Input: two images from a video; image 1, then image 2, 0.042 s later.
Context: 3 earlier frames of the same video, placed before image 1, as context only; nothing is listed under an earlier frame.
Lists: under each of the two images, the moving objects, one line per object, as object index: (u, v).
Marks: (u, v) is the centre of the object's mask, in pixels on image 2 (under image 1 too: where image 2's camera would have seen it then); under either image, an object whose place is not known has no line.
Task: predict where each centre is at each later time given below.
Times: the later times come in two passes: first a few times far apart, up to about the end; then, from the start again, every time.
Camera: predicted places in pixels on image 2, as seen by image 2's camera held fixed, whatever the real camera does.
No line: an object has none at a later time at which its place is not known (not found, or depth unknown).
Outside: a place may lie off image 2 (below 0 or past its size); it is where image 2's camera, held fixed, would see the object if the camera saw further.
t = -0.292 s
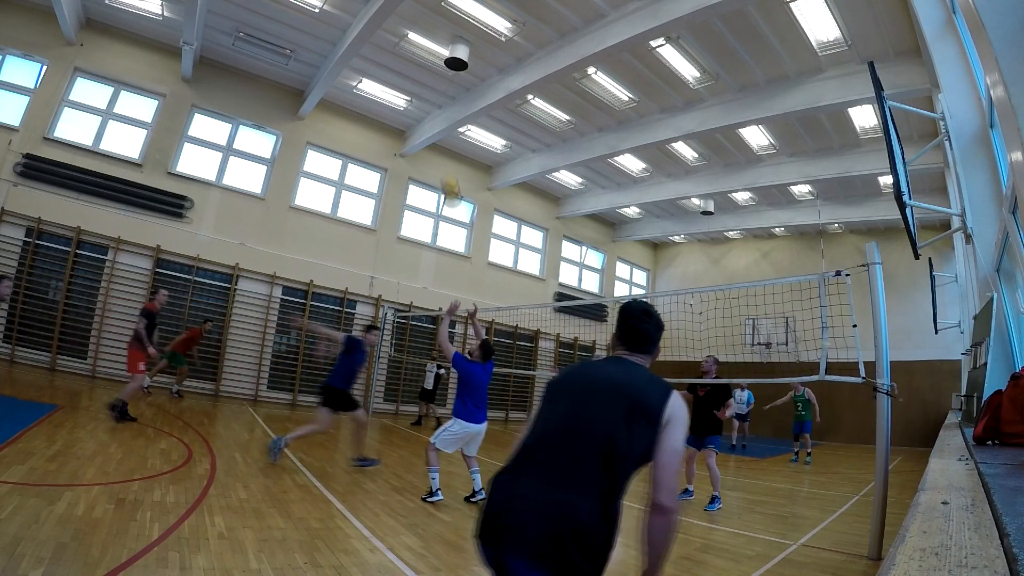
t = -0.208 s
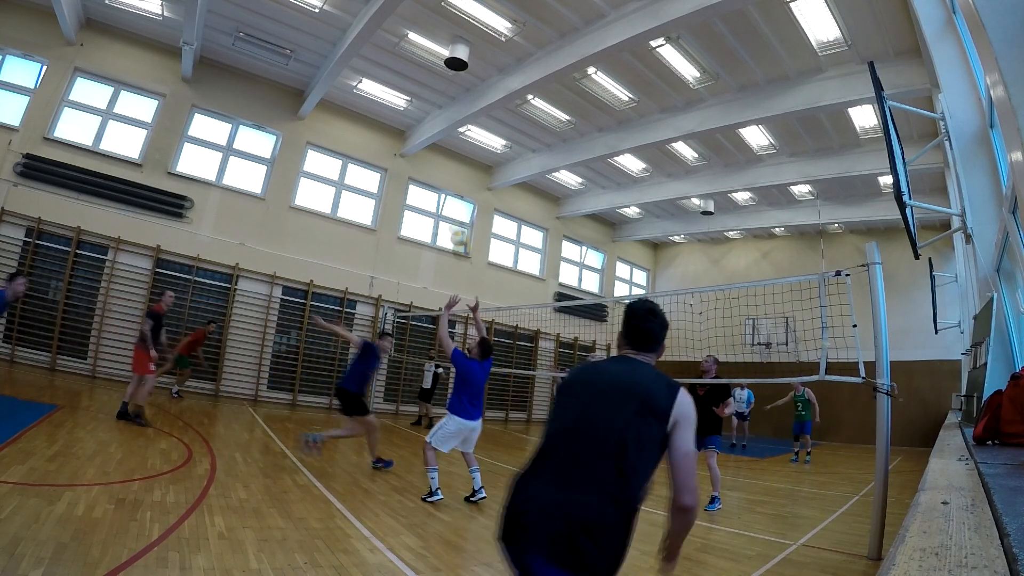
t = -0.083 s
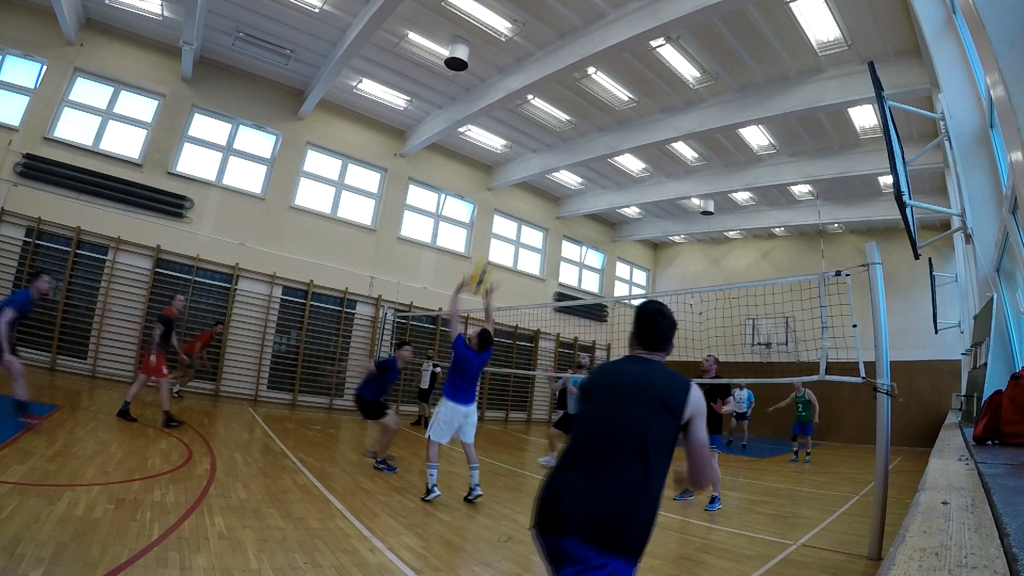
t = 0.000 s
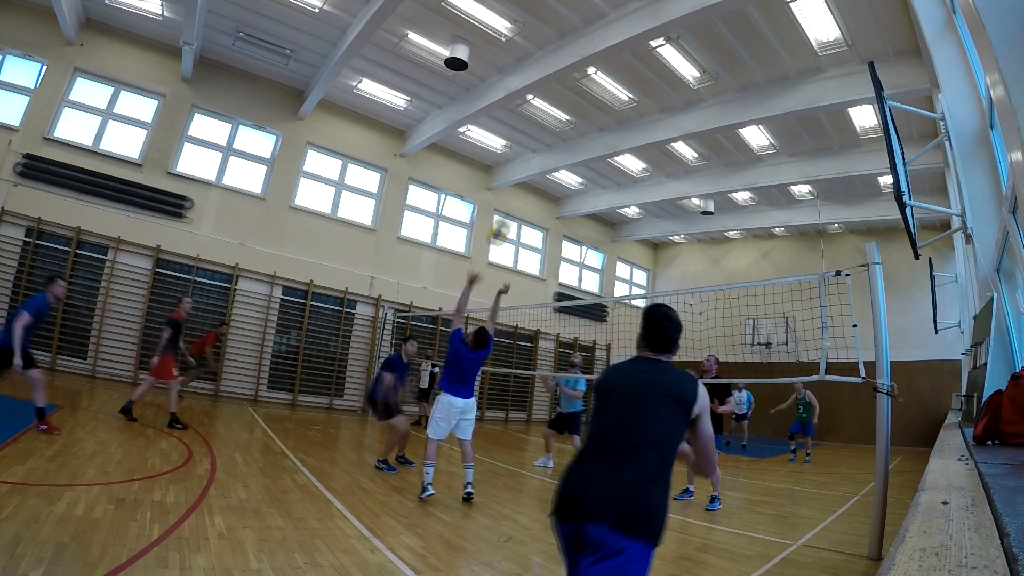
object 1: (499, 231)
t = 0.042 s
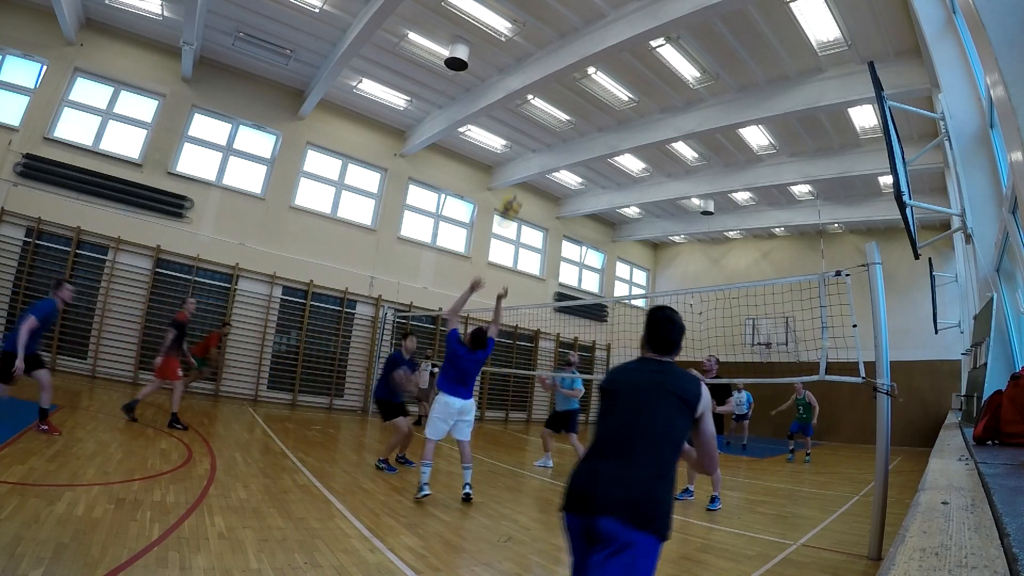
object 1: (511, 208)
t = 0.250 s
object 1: (553, 129)
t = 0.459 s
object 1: (591, 88)
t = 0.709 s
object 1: (639, 85)
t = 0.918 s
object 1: (683, 129)
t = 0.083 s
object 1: (518, 192)
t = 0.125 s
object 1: (528, 170)
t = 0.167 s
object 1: (536, 156)
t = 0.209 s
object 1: (545, 141)
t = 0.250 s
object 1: (553, 129)
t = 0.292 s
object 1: (563, 117)
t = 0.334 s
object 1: (570, 107)
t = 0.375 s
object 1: (577, 100)
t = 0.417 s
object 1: (583, 95)
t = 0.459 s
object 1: (591, 88)
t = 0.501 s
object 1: (597, 84)
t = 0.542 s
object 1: (608, 80)
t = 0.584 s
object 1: (616, 79)
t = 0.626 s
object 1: (624, 79)
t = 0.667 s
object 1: (631, 81)
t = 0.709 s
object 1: (639, 85)
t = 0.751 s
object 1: (647, 90)
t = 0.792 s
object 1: (657, 97)
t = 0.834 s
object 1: (665, 105)
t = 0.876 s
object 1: (674, 117)
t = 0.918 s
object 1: (683, 129)
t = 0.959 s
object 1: (694, 145)
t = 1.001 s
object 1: (704, 165)
